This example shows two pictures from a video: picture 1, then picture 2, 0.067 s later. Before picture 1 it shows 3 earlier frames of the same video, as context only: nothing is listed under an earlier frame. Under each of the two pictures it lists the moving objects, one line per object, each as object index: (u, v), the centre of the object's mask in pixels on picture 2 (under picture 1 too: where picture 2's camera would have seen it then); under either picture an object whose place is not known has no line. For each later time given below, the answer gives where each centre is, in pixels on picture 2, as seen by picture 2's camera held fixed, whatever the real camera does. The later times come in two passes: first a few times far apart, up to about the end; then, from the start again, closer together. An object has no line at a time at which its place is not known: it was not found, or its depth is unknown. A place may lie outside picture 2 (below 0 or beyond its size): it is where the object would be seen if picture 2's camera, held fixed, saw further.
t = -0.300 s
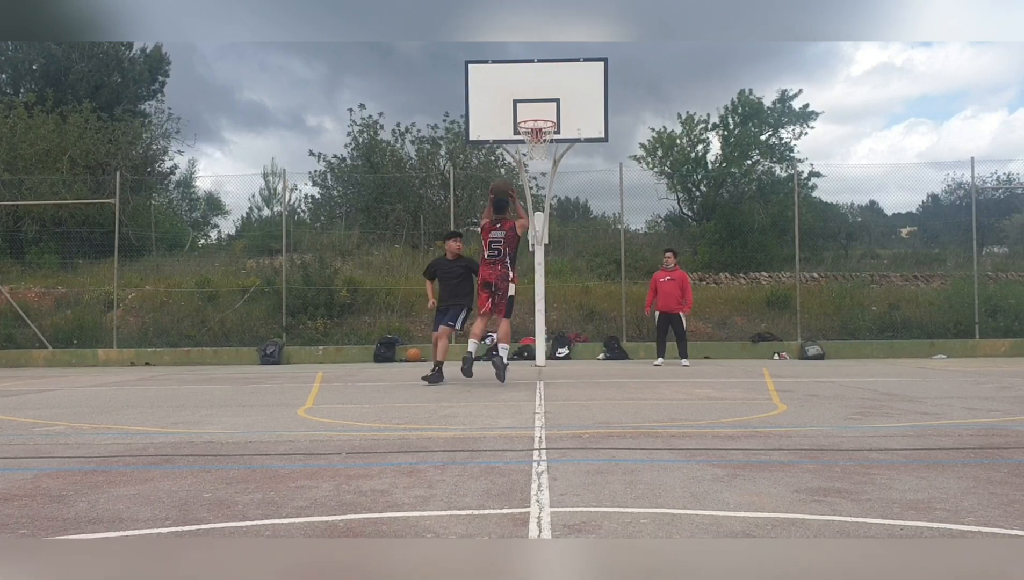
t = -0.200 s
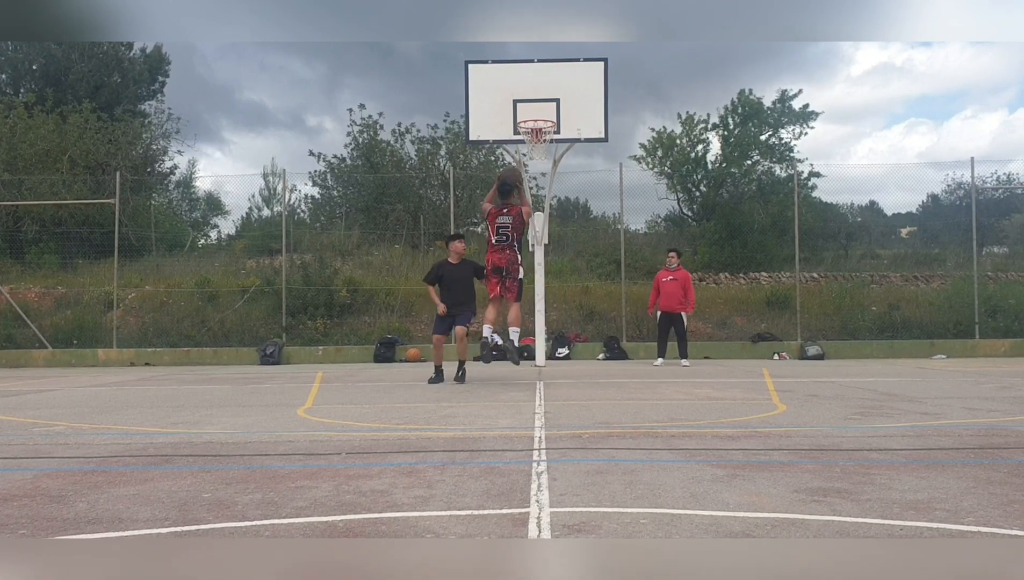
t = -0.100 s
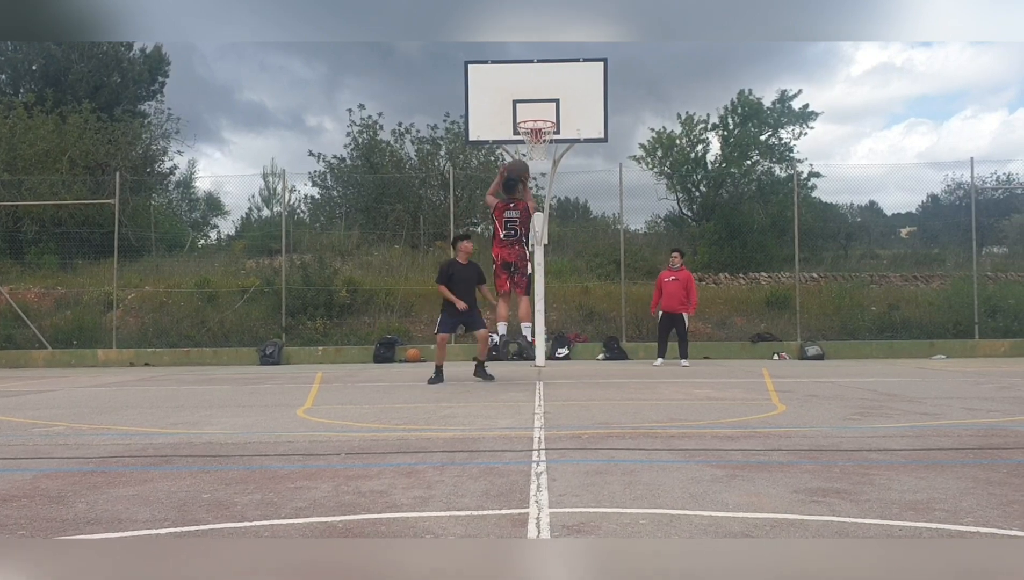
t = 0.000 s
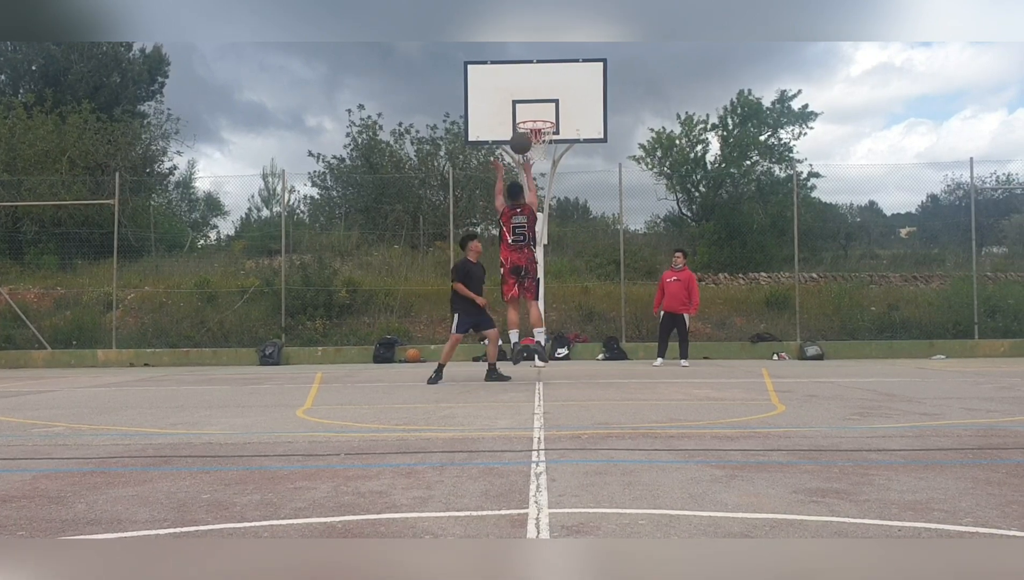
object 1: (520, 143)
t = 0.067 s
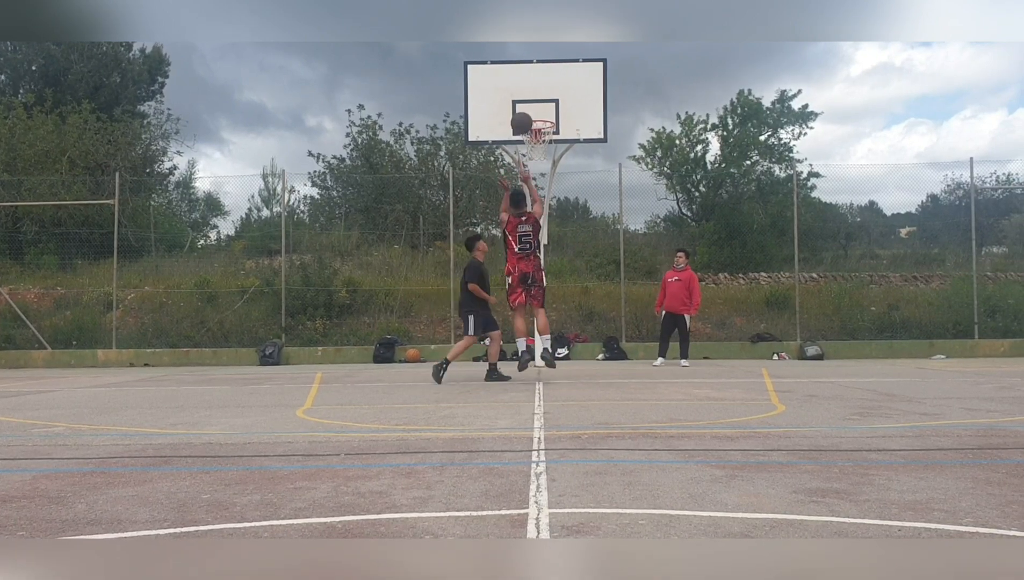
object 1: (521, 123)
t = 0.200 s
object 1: (523, 96)
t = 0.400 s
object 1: (527, 86)
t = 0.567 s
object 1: (529, 103)
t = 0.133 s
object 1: (522, 107)
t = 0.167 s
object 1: (523, 101)
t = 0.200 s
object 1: (523, 96)
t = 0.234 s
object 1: (524, 91)
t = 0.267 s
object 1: (524, 89)
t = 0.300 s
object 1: (525, 87)
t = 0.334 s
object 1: (526, 85)
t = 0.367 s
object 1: (526, 85)
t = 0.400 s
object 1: (527, 86)
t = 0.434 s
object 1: (527, 88)
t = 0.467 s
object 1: (528, 90)
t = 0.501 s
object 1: (528, 93)
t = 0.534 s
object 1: (529, 97)
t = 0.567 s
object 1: (529, 103)
